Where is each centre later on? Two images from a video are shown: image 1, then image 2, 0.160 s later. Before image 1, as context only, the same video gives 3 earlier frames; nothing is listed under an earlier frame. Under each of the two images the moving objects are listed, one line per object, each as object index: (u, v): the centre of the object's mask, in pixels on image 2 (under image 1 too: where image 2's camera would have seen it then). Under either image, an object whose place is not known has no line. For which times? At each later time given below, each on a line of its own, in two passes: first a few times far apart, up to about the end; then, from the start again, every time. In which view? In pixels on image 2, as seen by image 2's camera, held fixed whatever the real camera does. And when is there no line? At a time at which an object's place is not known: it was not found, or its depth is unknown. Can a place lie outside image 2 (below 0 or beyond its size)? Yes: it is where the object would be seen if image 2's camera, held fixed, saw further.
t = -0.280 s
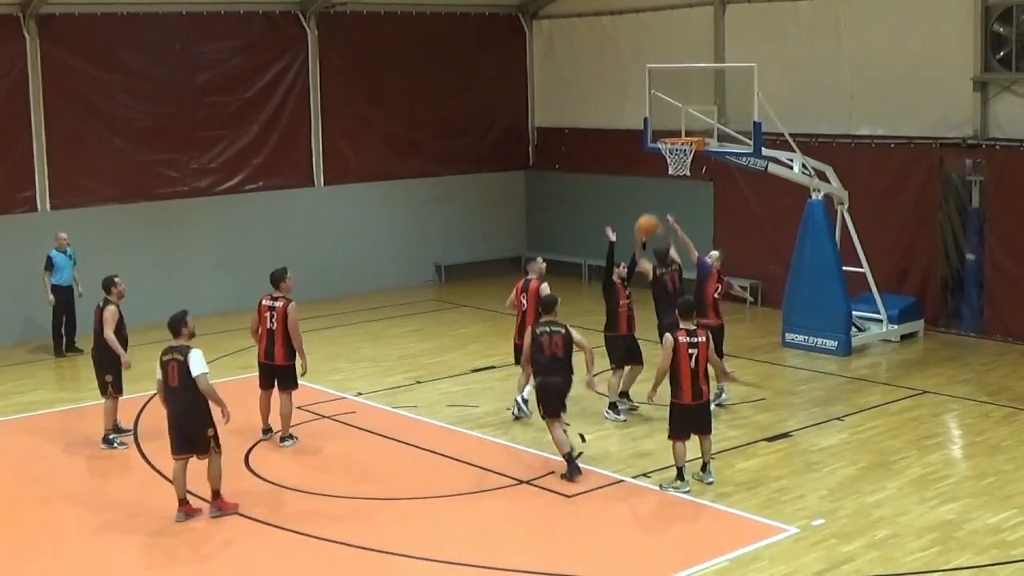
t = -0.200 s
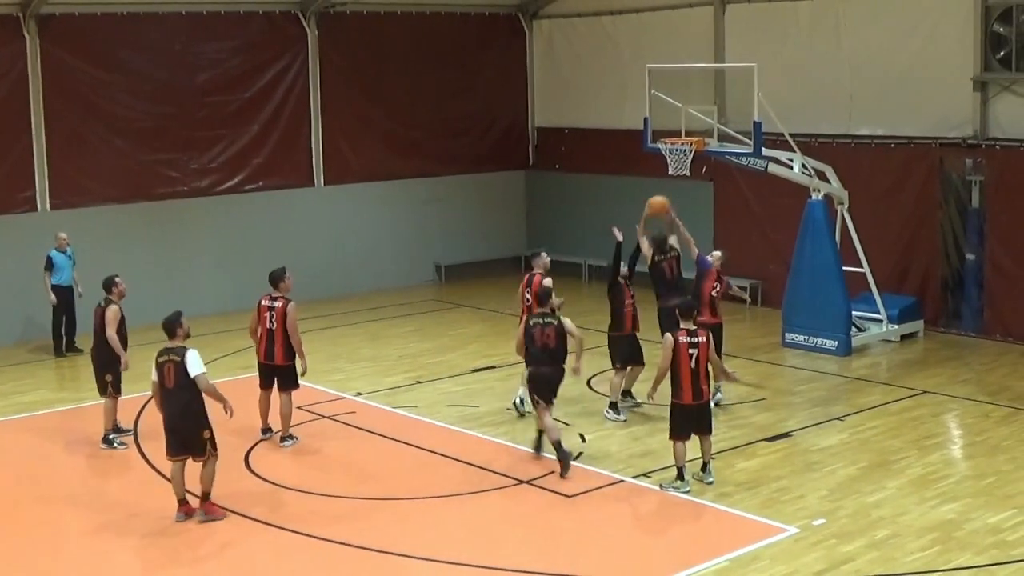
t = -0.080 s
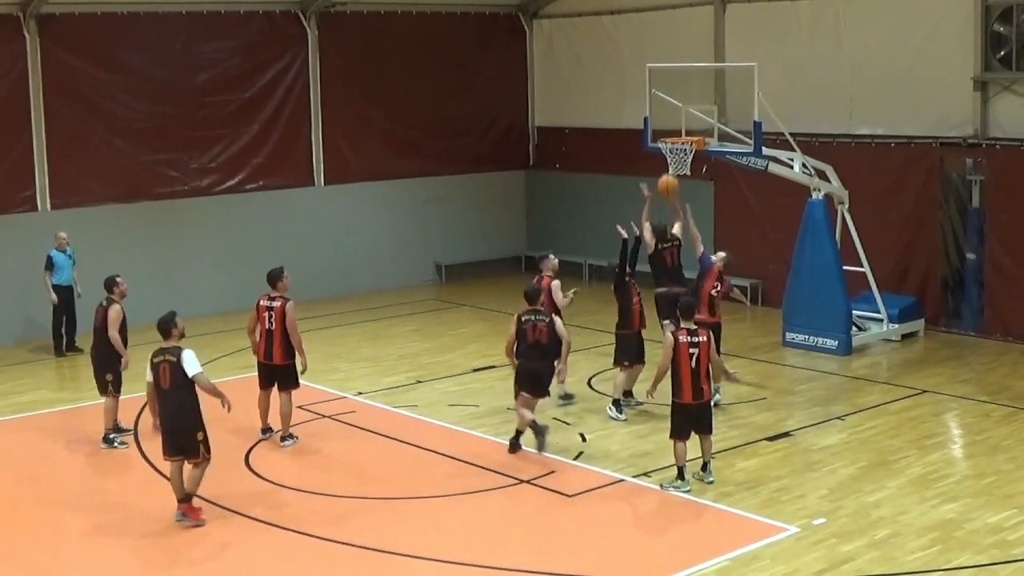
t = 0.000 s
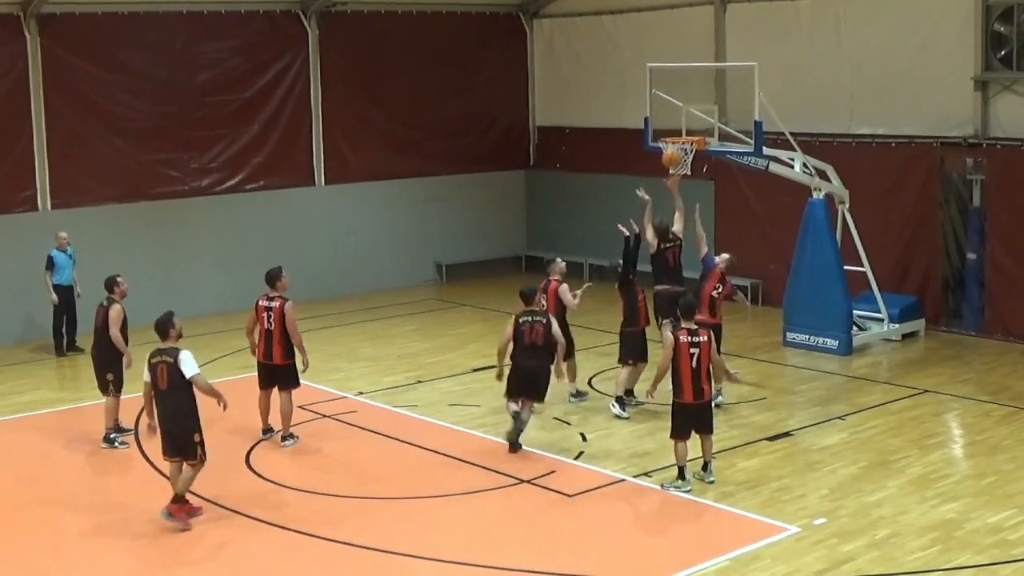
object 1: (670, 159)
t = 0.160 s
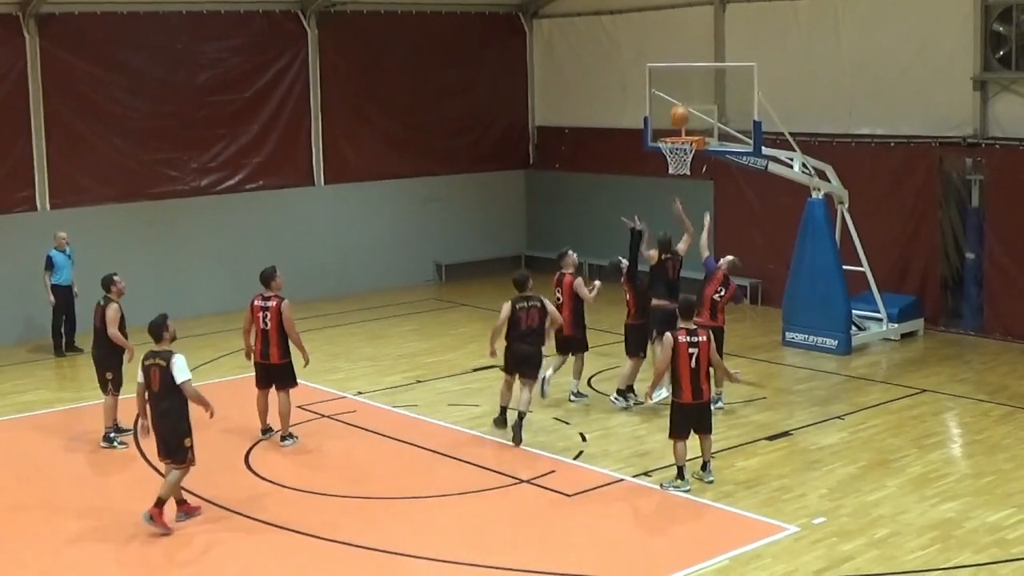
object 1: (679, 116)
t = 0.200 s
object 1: (681, 110)
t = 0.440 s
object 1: (691, 100)
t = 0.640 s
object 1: (692, 122)
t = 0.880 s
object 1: (666, 160)
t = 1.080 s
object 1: (661, 181)
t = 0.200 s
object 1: (681, 110)
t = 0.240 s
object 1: (682, 105)
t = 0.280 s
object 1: (684, 101)
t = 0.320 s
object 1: (686, 99)
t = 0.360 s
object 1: (687, 98)
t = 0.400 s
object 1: (689, 98)
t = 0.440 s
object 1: (691, 100)
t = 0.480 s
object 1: (693, 102)
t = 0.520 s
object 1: (694, 106)
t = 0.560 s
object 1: (696, 112)
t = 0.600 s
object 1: (696, 117)
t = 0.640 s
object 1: (692, 122)
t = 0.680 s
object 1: (687, 129)
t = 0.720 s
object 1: (682, 133)
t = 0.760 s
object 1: (674, 147)
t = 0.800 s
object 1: (669, 156)
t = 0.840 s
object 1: (667, 159)
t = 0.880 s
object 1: (666, 160)
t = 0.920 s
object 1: (665, 161)
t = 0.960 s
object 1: (664, 165)
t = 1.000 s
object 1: (663, 169)
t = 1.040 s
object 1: (662, 174)
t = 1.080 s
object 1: (661, 181)
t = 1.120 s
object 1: (660, 189)
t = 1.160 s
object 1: (659, 198)
